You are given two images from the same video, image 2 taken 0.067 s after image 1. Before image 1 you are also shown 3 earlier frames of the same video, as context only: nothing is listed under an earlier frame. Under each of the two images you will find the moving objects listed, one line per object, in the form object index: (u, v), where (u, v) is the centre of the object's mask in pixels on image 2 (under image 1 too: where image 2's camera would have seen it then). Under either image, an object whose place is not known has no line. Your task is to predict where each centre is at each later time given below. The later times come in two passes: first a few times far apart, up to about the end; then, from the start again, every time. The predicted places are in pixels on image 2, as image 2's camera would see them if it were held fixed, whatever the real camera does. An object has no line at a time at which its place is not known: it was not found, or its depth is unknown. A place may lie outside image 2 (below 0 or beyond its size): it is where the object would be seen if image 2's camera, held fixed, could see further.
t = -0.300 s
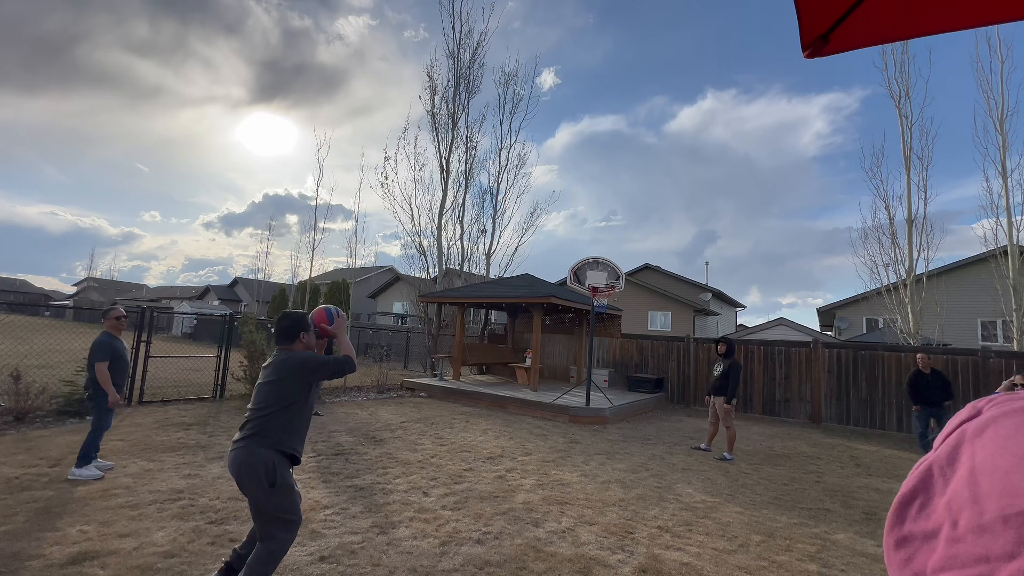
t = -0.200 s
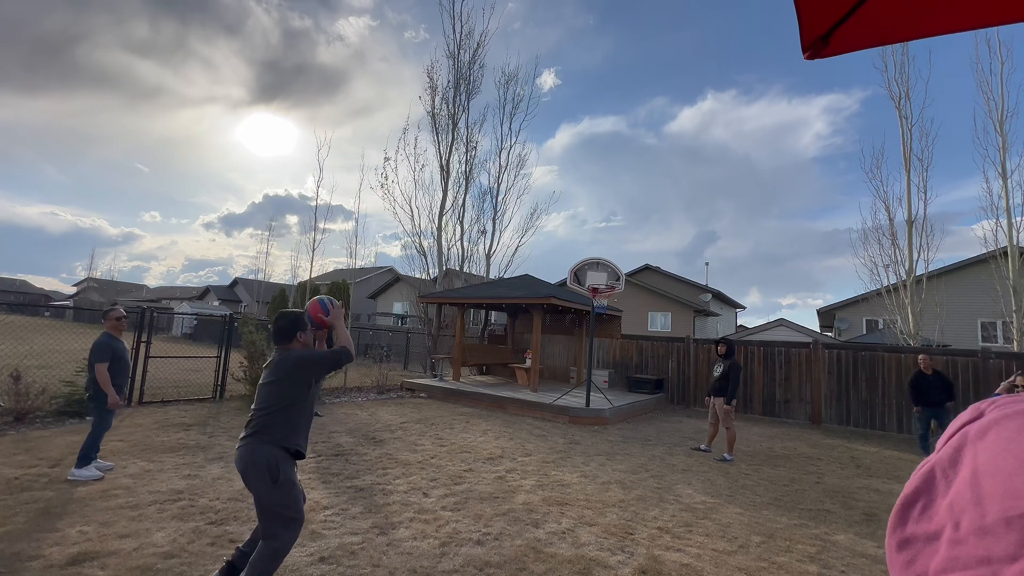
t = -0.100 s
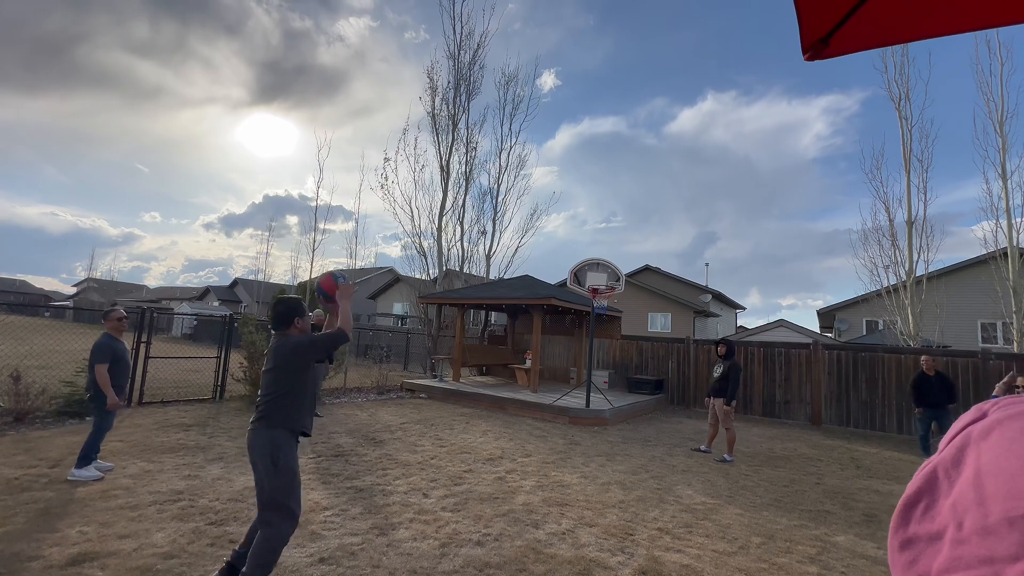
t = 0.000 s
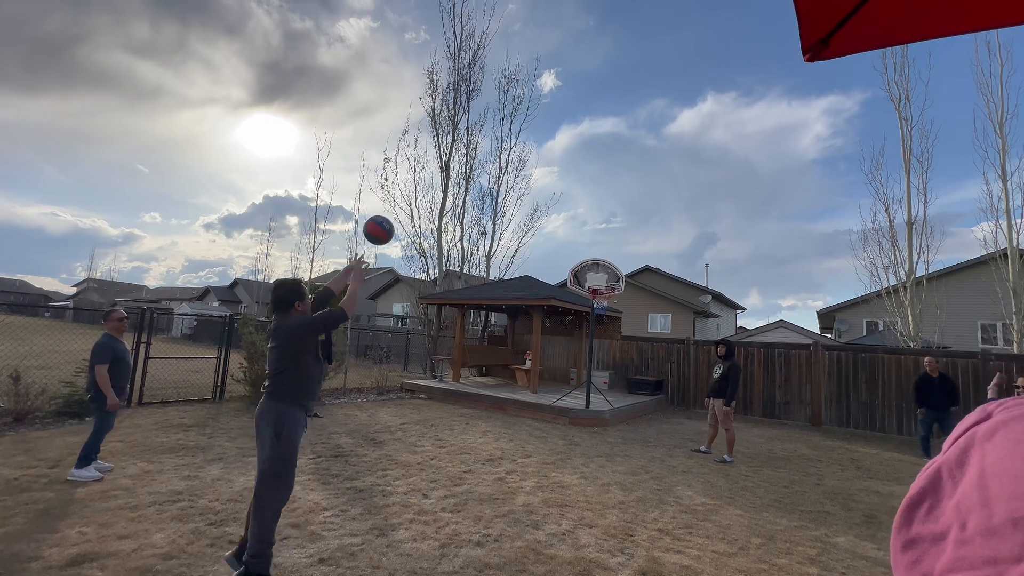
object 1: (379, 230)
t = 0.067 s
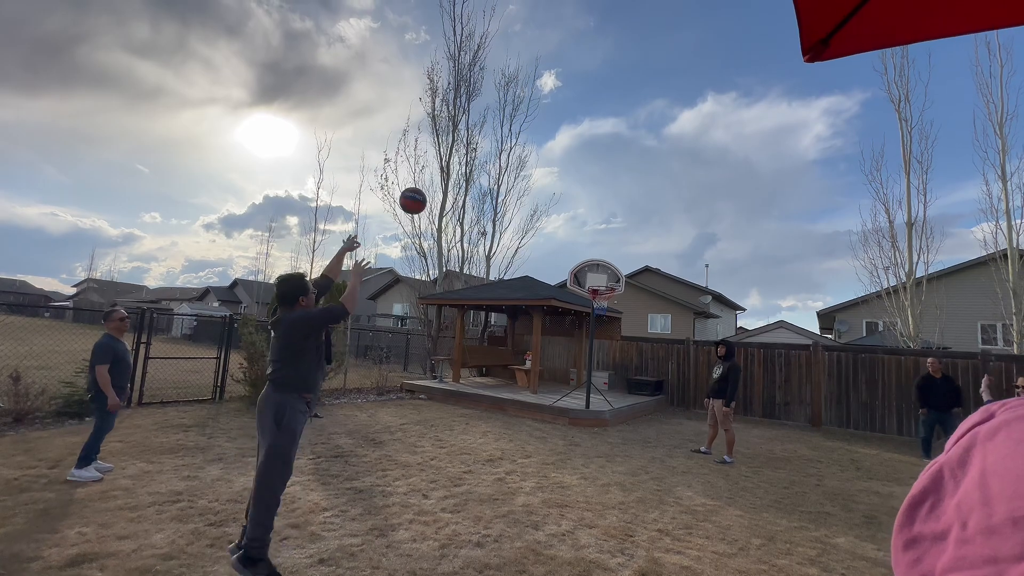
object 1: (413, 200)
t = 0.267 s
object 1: (484, 159)
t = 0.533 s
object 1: (540, 168)
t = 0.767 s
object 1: (570, 210)
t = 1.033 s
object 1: (594, 280)
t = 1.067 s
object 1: (596, 290)
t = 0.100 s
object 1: (428, 189)
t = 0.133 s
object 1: (441, 180)
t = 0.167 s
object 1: (453, 173)
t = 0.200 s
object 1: (464, 167)
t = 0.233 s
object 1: (475, 163)
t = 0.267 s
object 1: (484, 159)
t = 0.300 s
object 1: (493, 157)
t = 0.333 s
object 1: (501, 157)
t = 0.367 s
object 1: (509, 157)
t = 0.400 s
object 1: (516, 158)
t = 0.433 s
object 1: (523, 159)
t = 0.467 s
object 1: (529, 162)
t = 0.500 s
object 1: (534, 165)
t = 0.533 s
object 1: (540, 168)
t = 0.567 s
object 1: (545, 173)
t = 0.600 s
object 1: (550, 178)
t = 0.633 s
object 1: (554, 184)
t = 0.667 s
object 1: (558, 189)
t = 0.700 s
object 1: (563, 196)
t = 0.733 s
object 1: (566, 202)
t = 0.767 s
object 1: (570, 210)
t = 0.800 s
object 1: (573, 217)
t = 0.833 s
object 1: (577, 225)
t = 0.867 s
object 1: (581, 233)
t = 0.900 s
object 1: (583, 242)
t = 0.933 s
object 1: (586, 251)
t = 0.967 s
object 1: (589, 260)
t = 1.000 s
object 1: (593, 270)
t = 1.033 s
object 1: (594, 280)
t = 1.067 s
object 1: (596, 290)
